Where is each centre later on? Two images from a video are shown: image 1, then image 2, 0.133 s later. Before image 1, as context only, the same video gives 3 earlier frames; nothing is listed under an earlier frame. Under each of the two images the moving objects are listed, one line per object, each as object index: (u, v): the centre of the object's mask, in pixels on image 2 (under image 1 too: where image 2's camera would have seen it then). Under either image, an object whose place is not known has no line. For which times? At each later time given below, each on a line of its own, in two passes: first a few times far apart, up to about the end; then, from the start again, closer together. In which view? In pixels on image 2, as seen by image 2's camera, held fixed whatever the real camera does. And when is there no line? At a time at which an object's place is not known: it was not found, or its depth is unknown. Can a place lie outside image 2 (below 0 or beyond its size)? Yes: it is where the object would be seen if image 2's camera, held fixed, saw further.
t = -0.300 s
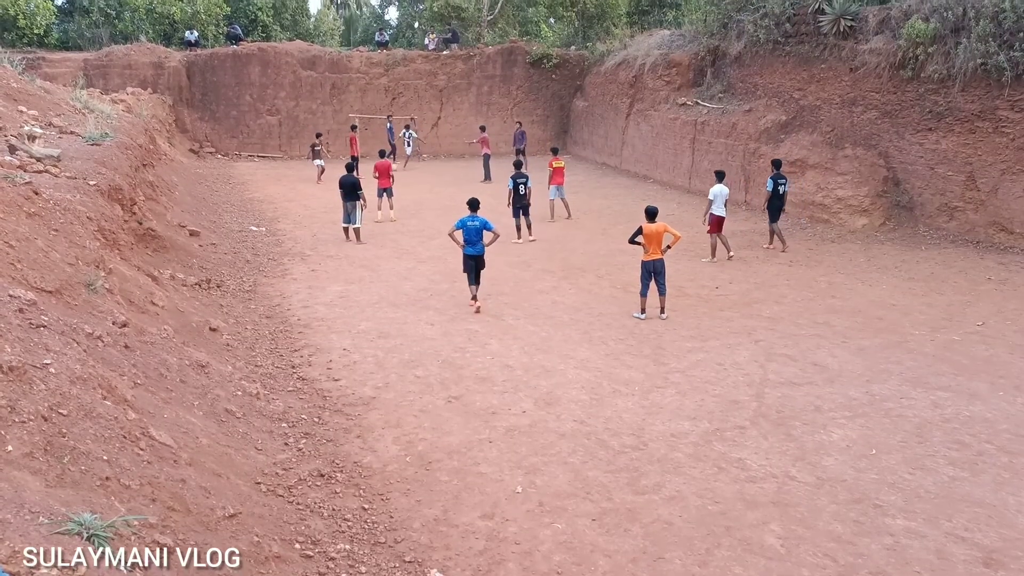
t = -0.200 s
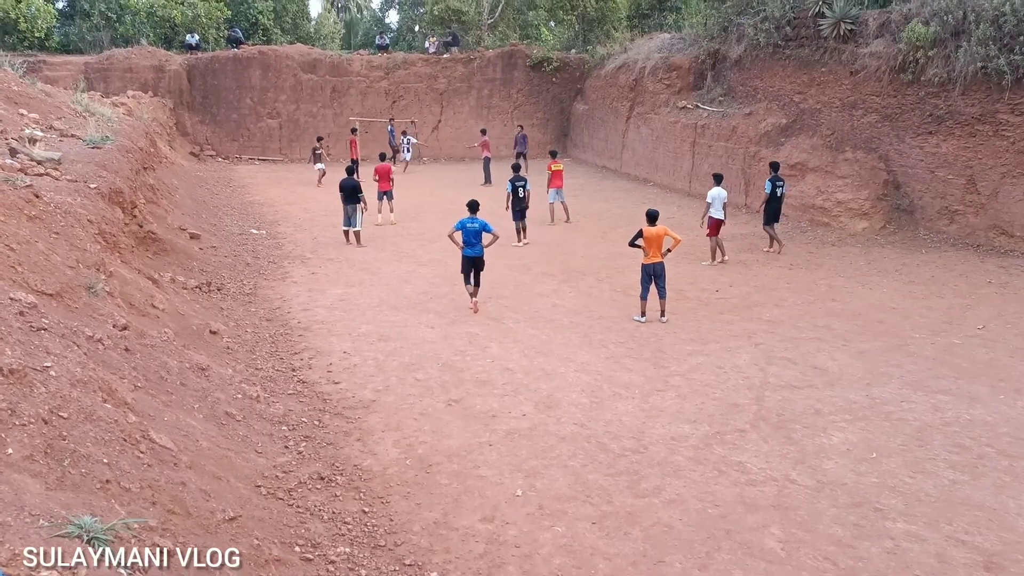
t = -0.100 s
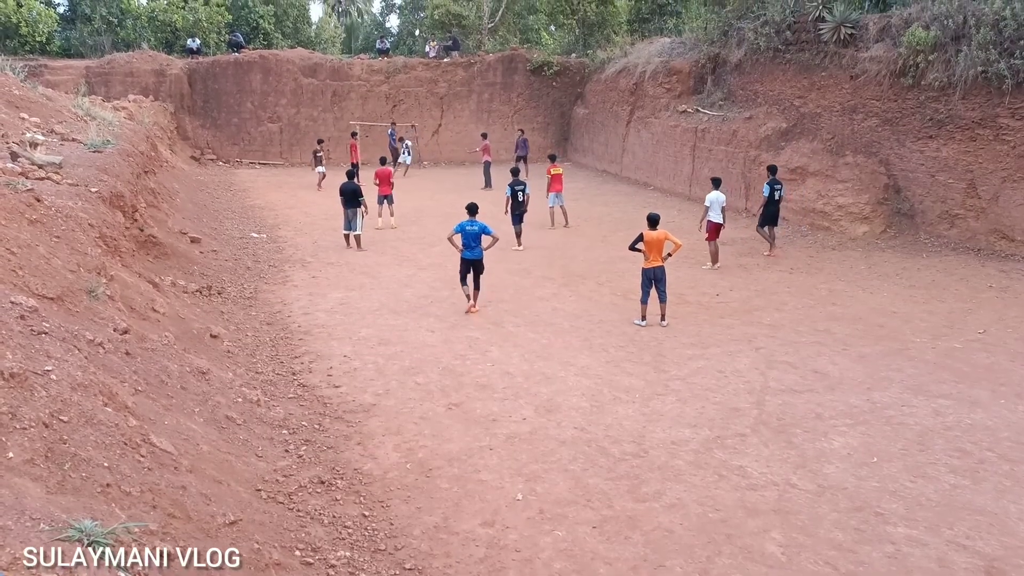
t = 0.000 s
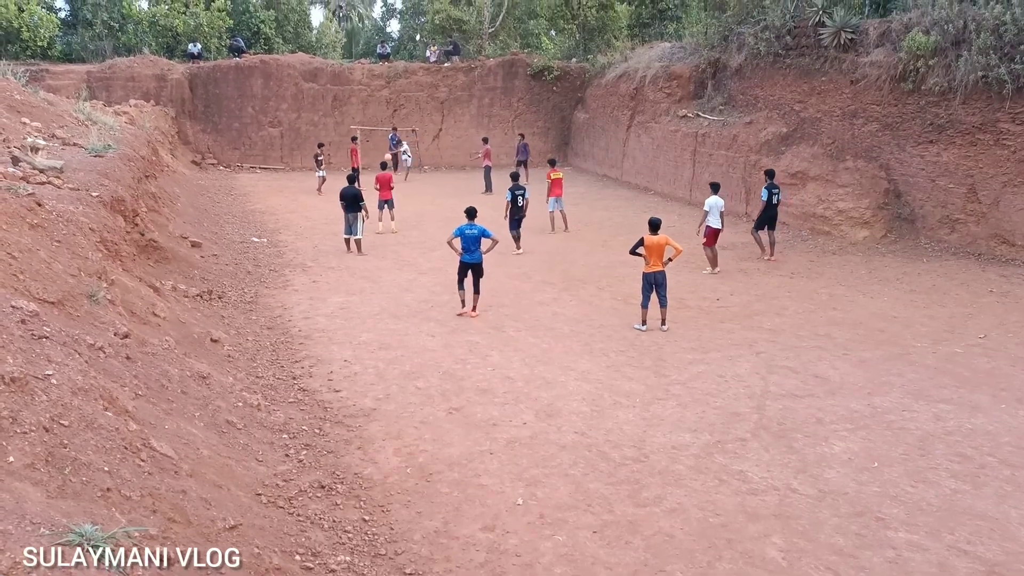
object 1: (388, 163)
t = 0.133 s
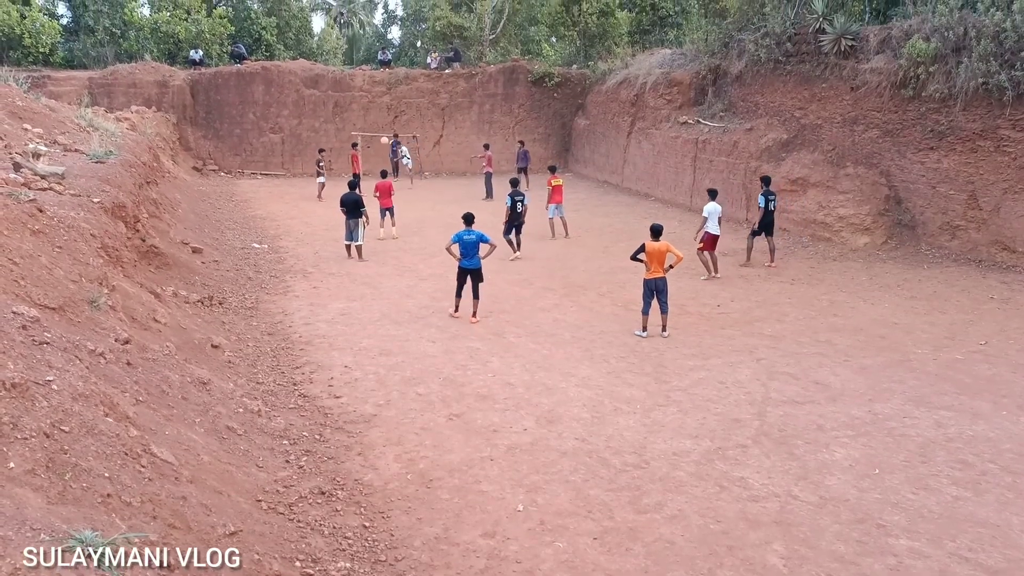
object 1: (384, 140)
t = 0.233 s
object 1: (381, 125)
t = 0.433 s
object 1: (374, 97)
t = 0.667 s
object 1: (365, 73)
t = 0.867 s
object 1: (357, 66)
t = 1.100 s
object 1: (342, 76)
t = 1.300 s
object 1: (328, 110)
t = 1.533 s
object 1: (310, 192)
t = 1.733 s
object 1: (290, 313)
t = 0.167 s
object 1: (383, 135)
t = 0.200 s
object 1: (382, 130)
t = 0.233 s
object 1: (381, 125)
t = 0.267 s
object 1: (380, 120)
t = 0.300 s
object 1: (379, 115)
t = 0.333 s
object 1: (377, 110)
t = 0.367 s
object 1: (376, 105)
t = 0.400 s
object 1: (375, 101)
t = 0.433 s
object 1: (374, 97)
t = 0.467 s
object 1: (372, 93)
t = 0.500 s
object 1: (371, 89)
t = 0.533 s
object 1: (370, 85)
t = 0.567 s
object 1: (369, 82)
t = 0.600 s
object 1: (367, 79)
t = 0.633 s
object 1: (366, 76)
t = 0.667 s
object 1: (365, 73)
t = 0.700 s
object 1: (363, 71)
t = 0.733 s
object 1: (362, 70)
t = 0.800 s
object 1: (360, 68)
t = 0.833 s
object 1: (358, 67)
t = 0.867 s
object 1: (357, 66)
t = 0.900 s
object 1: (355, 66)
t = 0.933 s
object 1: (353, 66)
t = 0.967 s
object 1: (350, 67)
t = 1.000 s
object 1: (348, 69)
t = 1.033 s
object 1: (346, 71)
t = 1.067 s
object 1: (344, 73)
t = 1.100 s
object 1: (342, 76)
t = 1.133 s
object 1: (340, 80)
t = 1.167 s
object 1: (337, 85)
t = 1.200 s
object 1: (335, 90)
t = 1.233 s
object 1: (333, 96)
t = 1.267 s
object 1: (331, 103)
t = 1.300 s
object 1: (328, 110)
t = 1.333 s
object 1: (326, 119)
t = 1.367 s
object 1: (323, 129)
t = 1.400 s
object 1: (321, 139)
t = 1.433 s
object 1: (318, 150)
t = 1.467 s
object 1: (316, 163)
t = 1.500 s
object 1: (313, 177)
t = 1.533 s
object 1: (310, 192)
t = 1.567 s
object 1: (306, 209)
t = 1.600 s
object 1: (303, 227)
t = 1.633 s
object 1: (300, 246)
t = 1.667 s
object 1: (297, 266)
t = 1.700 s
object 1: (293, 289)
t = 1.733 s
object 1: (290, 313)
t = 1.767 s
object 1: (286, 339)
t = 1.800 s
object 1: (282, 368)
